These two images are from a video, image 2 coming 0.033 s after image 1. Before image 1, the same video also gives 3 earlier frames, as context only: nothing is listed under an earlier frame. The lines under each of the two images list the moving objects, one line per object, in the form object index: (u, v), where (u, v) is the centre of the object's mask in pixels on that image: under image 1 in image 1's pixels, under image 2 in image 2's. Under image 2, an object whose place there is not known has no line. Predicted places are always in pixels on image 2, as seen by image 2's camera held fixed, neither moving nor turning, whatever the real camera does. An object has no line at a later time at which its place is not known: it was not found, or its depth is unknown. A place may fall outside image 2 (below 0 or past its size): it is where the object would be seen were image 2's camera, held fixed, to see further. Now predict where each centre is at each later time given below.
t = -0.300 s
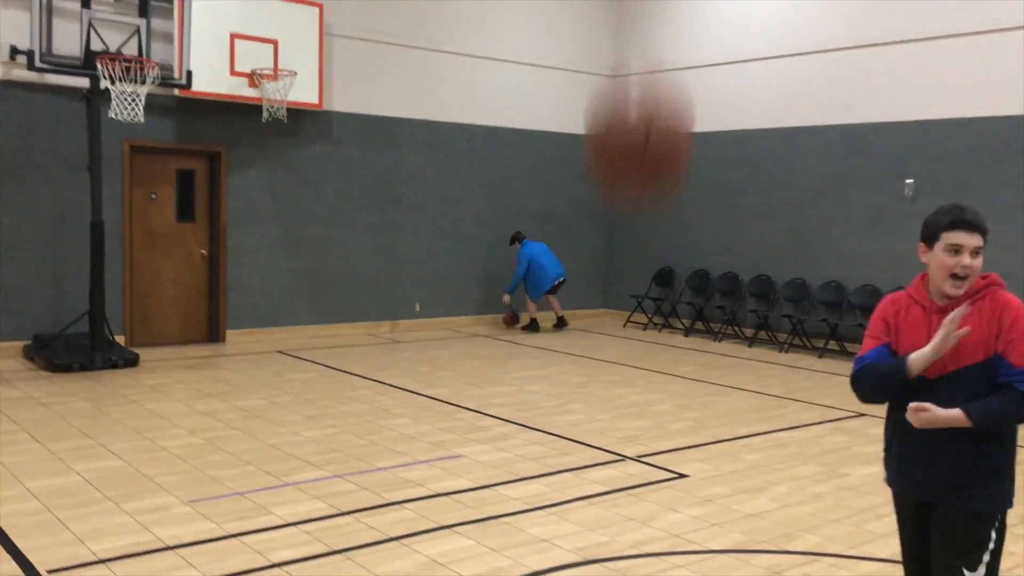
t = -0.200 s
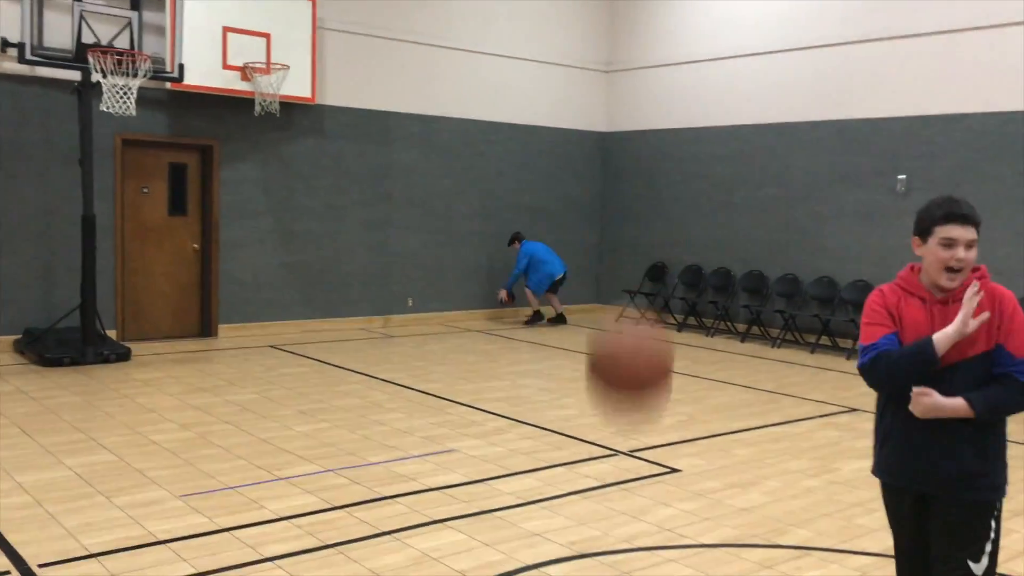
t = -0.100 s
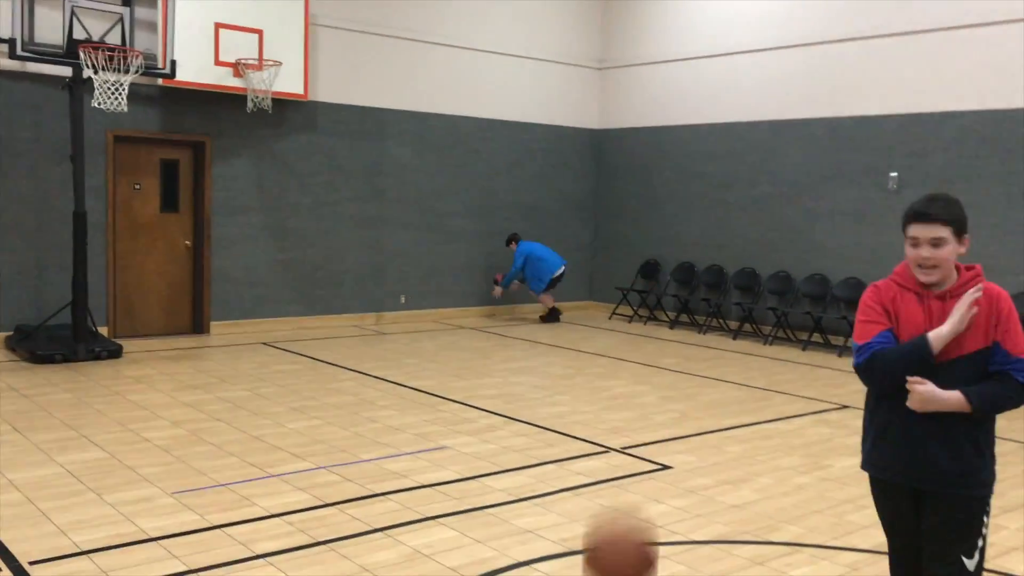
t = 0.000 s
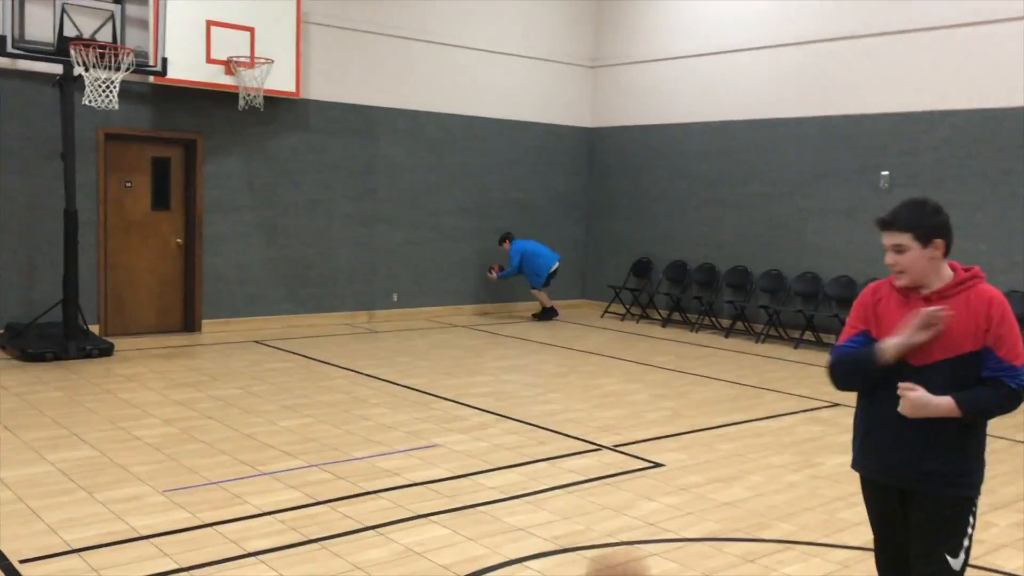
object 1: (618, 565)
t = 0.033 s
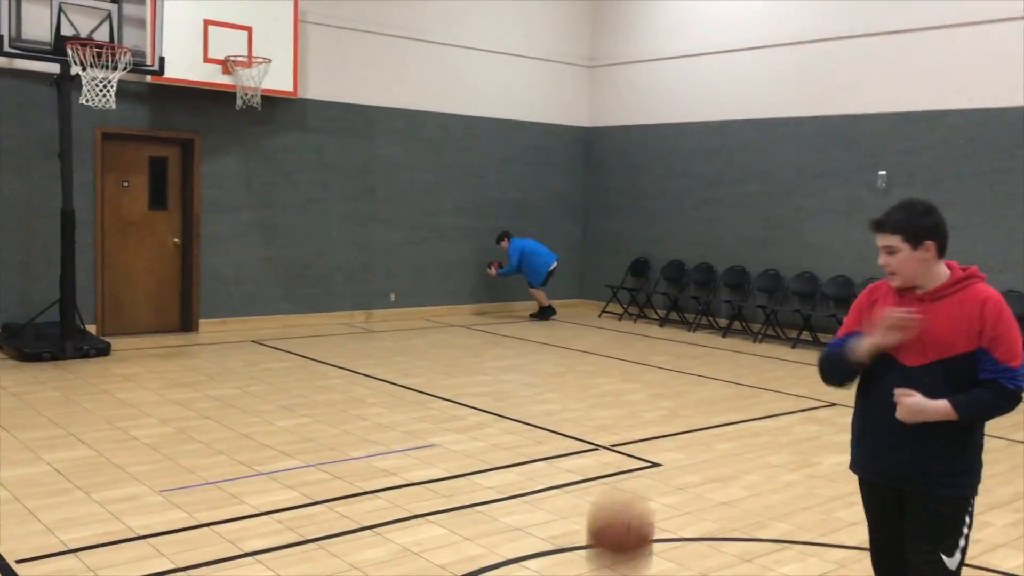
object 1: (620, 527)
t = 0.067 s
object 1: (624, 482)
